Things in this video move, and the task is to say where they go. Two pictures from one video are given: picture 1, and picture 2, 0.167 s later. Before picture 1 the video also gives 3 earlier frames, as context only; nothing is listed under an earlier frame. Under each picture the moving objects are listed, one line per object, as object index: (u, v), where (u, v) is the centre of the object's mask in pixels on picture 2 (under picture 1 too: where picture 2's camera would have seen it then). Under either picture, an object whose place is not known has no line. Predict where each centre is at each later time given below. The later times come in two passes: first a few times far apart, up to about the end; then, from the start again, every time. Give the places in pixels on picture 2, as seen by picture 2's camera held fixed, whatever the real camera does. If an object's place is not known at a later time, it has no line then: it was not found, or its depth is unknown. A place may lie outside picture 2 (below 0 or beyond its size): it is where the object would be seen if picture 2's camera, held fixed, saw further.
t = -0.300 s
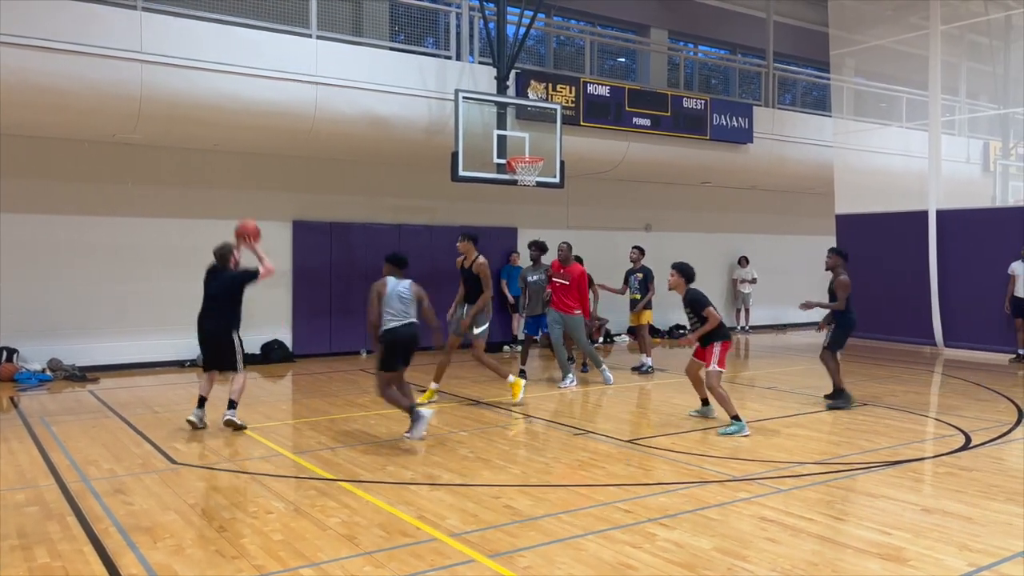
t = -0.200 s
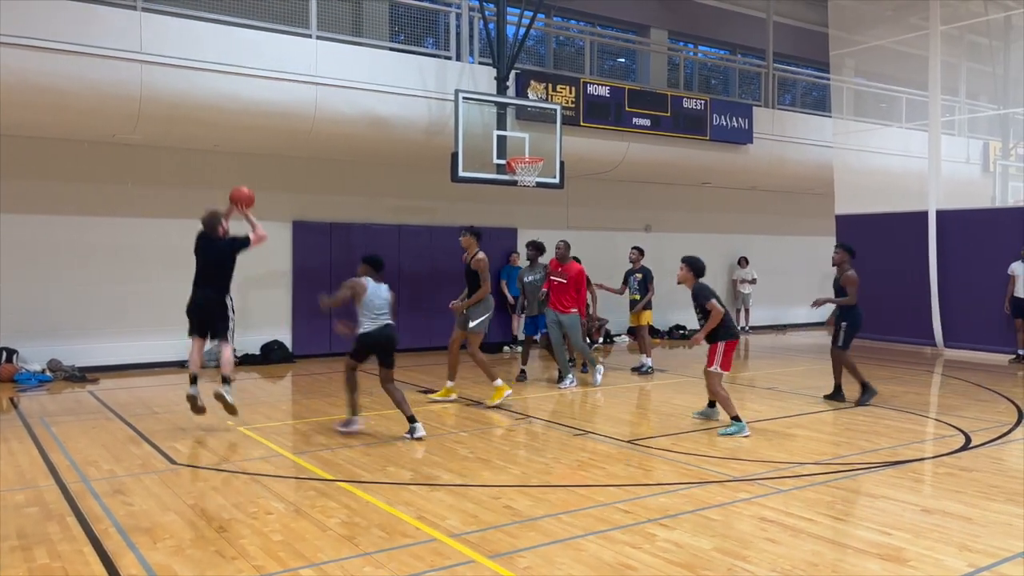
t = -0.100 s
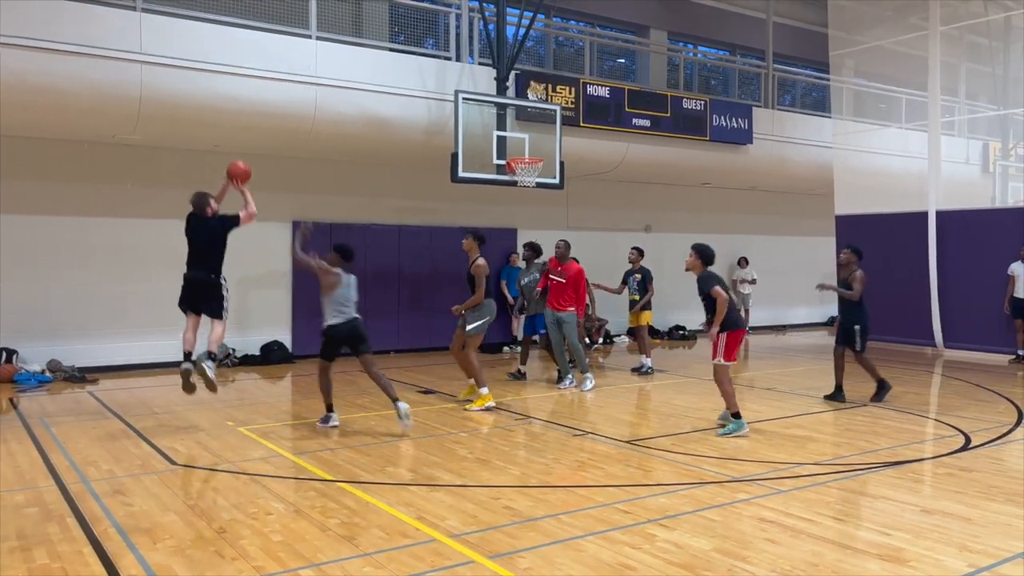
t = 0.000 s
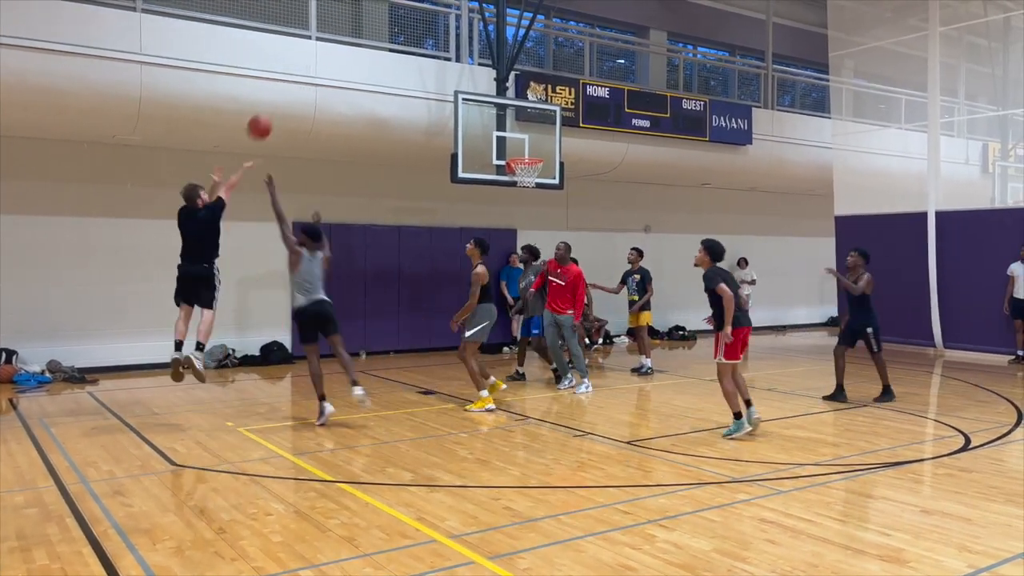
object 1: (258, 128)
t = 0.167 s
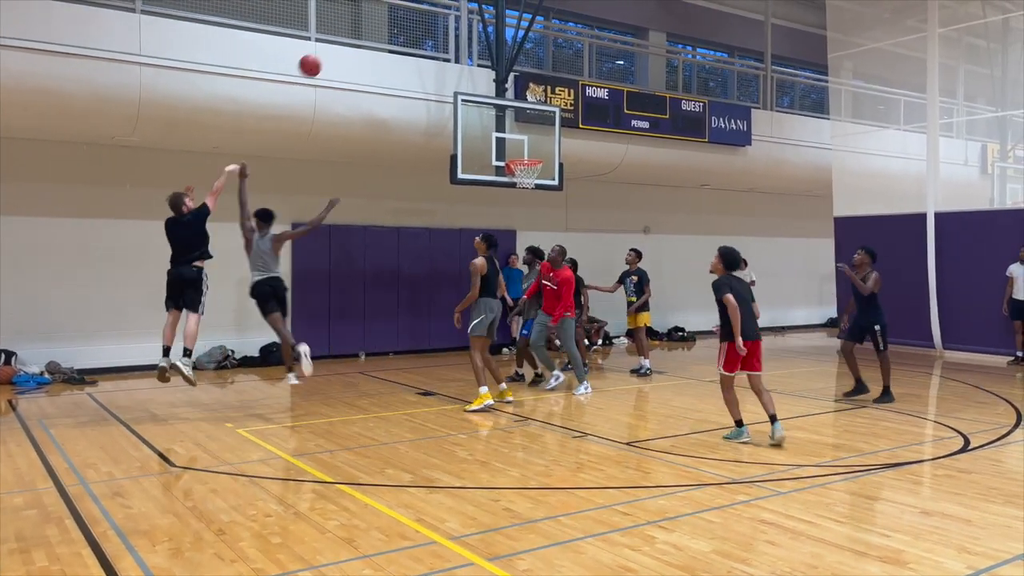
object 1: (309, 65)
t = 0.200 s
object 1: (319, 57)
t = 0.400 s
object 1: (372, 27)
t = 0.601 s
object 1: (417, 32)
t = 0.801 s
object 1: (457, 67)
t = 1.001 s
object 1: (493, 125)
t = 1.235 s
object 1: (511, 133)
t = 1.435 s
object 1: (521, 125)
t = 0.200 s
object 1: (319, 57)
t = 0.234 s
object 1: (328, 49)
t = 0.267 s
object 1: (337, 43)
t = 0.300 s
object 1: (347, 37)
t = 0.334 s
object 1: (355, 34)
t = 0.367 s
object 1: (363, 30)
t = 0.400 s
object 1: (372, 27)
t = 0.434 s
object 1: (380, 26)
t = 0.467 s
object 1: (388, 26)
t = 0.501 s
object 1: (395, 26)
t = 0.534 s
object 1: (403, 28)
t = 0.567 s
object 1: (409, 29)
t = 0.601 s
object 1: (417, 32)
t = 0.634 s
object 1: (424, 37)
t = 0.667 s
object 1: (431, 41)
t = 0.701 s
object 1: (438, 46)
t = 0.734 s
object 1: (445, 52)
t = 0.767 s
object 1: (451, 59)
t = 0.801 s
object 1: (457, 67)
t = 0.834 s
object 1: (463, 75)
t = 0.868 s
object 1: (469, 83)
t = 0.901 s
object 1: (475, 92)
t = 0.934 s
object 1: (482, 103)
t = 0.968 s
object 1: (487, 113)
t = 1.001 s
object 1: (493, 125)
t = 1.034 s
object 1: (499, 136)
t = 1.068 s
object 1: (504, 148)
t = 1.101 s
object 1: (505, 153)
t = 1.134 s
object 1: (505, 147)
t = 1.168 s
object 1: (507, 142)
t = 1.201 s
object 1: (508, 137)
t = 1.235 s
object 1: (511, 133)
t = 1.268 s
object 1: (513, 130)
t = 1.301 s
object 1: (514, 127)
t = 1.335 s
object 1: (516, 125)
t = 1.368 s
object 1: (518, 125)
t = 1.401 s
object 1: (519, 125)
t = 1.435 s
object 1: (521, 125)
